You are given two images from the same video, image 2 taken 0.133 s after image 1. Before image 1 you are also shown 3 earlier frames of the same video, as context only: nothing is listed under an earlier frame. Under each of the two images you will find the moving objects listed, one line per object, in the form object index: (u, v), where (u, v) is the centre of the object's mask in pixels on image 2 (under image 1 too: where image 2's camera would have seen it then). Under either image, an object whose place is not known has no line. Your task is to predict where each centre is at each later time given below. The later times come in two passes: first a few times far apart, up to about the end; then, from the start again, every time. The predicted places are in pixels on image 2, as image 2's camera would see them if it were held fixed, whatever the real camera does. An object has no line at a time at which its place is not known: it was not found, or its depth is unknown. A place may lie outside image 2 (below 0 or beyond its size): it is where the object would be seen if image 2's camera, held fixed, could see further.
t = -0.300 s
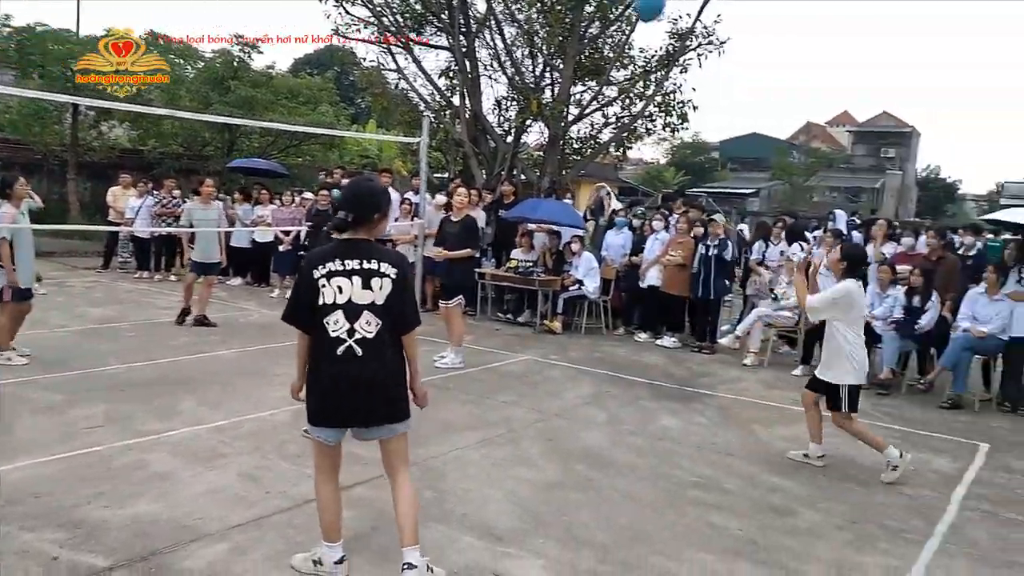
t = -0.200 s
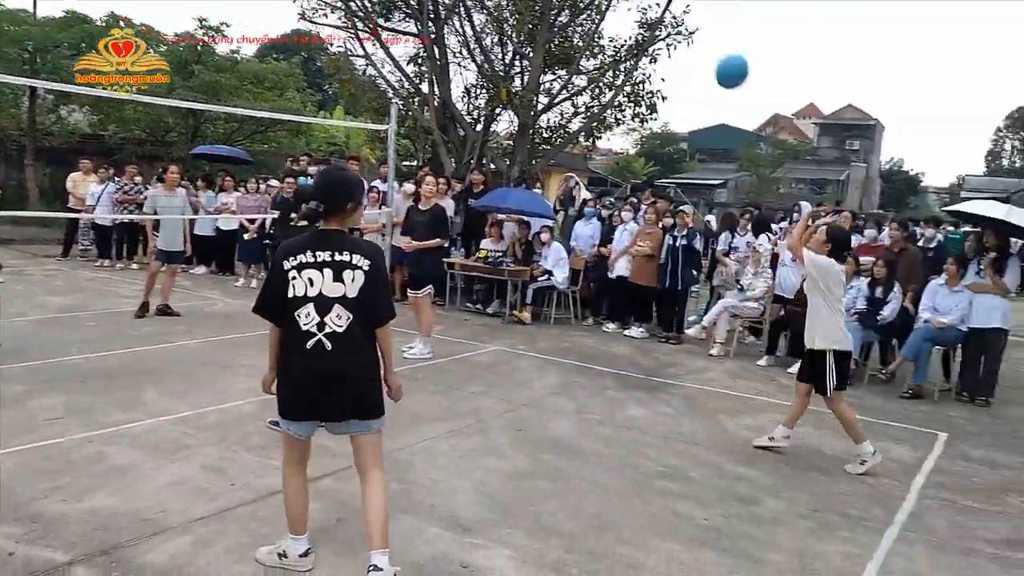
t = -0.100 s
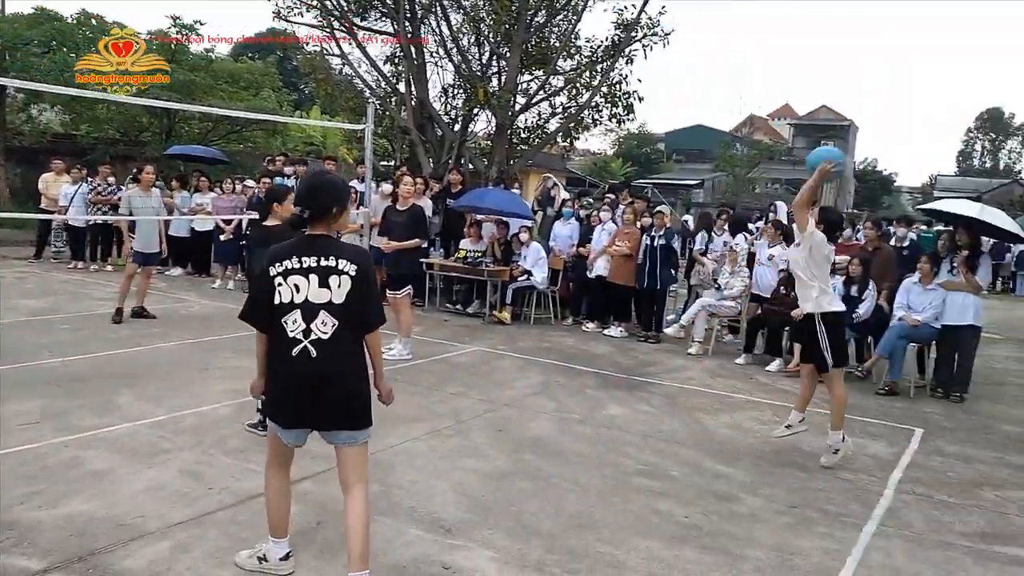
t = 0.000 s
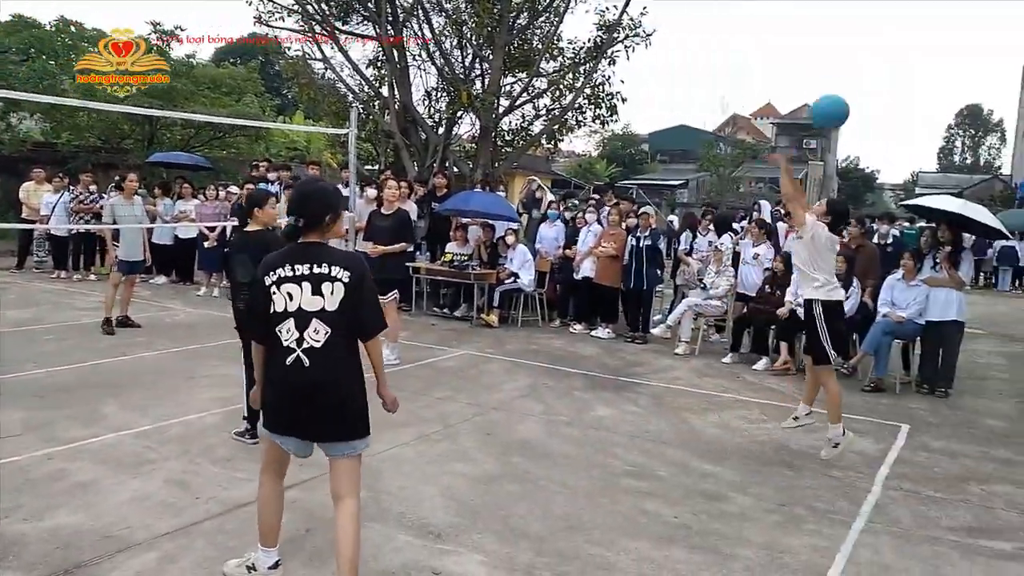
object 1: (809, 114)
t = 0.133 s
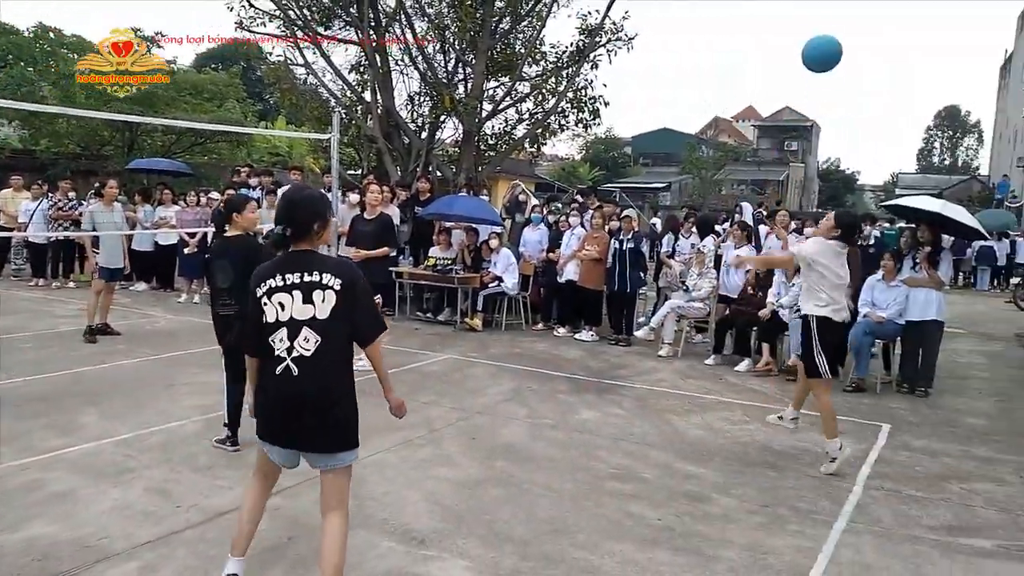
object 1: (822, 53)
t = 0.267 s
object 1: (834, 18)
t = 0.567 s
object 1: (852, 56)
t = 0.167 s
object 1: (824, 42)
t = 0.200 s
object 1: (828, 32)
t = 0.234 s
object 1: (832, 24)
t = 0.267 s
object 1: (834, 18)
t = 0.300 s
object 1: (836, 14)
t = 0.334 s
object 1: (838, 12)
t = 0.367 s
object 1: (841, 13)
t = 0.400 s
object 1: (843, 14)
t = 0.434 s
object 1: (845, 18)
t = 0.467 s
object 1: (846, 24)
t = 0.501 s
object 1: (847, 32)
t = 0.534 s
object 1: (850, 43)
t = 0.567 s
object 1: (852, 56)
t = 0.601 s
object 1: (852, 72)
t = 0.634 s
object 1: (852, 90)
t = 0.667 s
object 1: (853, 110)
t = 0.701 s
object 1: (853, 133)
